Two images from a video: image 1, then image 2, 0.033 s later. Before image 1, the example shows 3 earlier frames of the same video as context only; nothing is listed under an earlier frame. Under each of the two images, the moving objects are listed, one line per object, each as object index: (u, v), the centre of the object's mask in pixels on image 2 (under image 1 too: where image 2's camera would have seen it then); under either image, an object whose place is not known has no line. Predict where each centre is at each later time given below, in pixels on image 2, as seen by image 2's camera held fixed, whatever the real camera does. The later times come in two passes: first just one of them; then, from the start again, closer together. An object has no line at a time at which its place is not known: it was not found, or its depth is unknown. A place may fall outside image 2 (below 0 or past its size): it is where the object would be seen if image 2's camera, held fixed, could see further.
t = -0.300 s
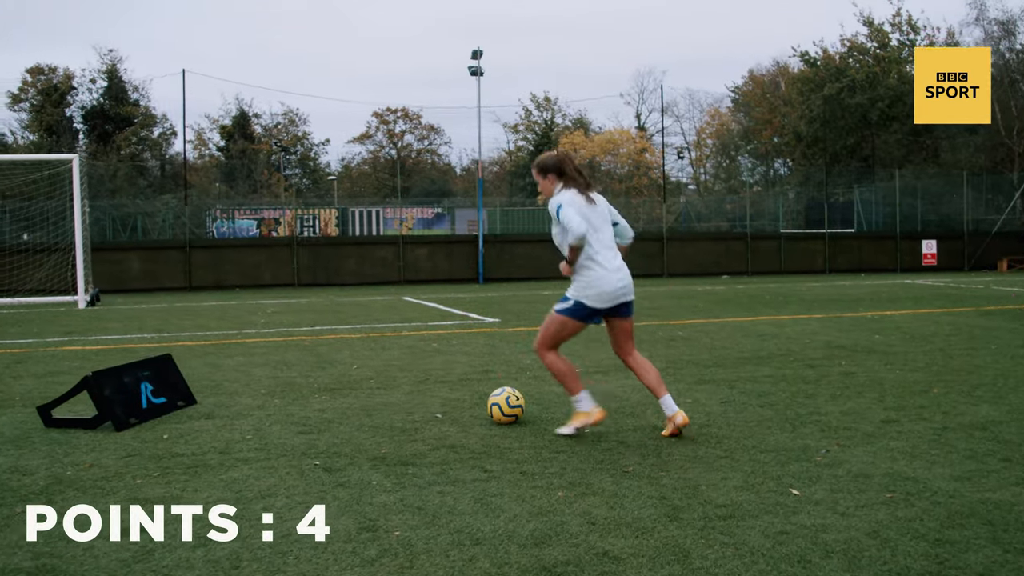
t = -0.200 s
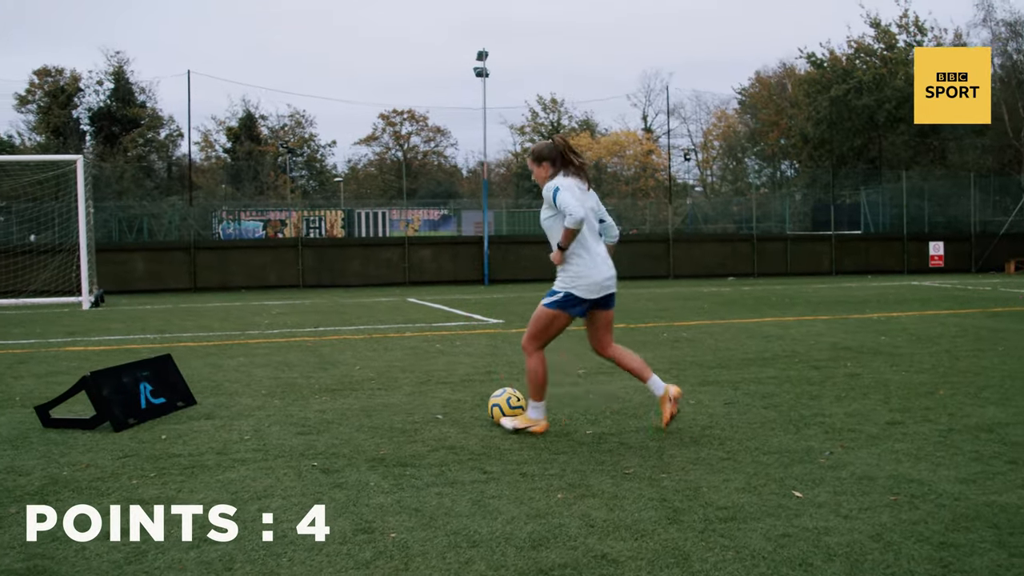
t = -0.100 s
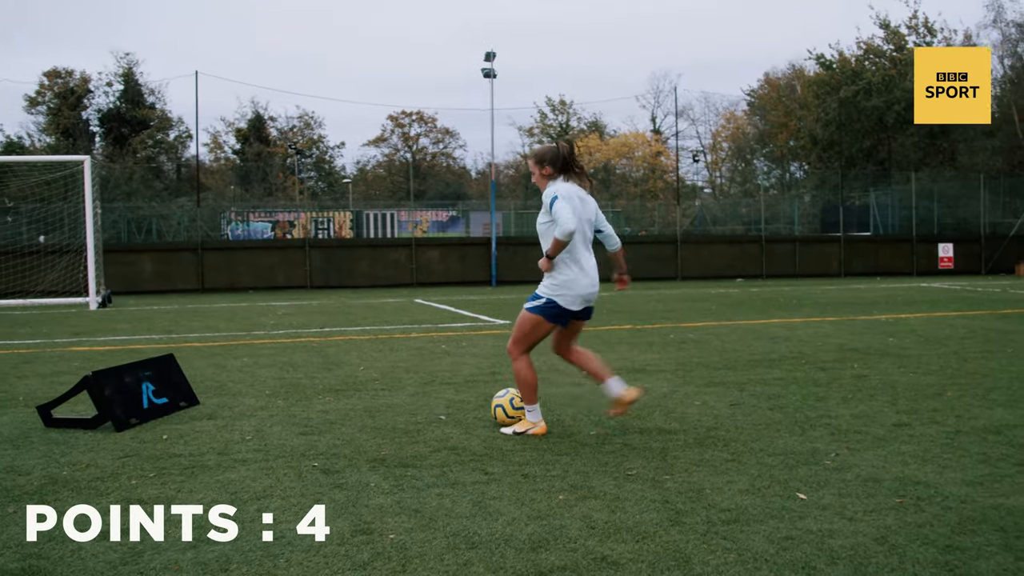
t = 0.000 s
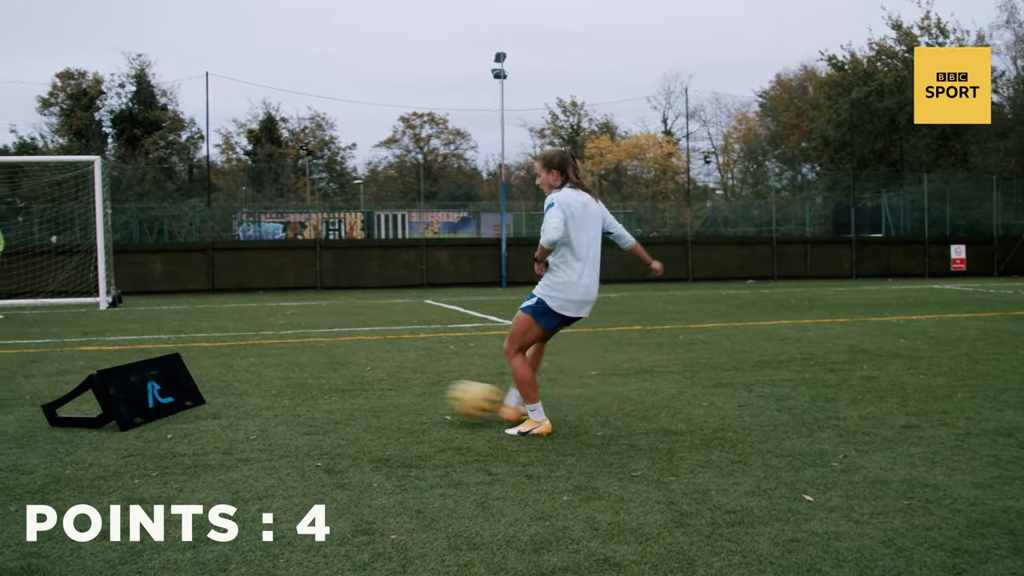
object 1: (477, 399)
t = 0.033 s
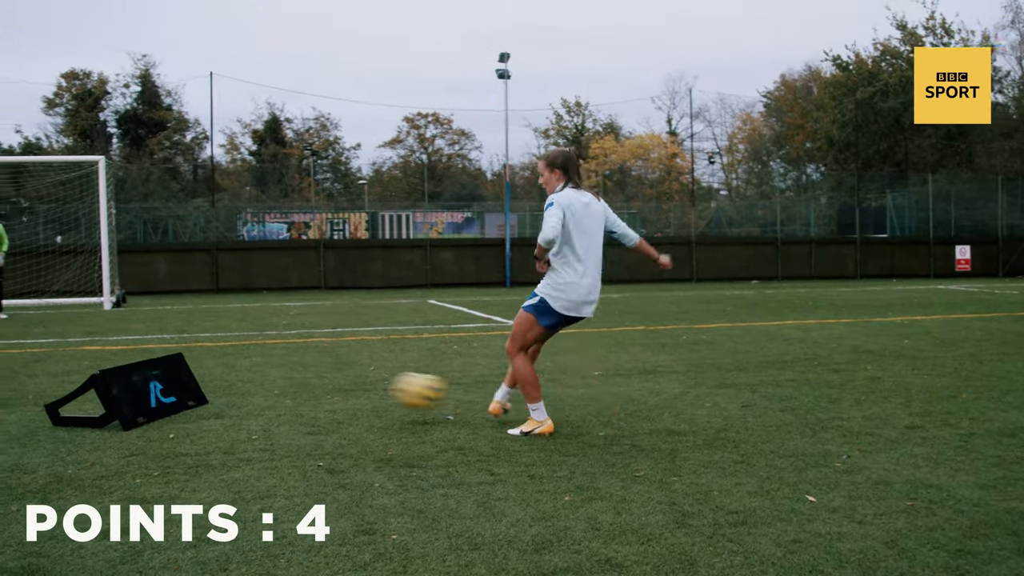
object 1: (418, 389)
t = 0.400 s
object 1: (278, 226)
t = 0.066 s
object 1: (360, 382)
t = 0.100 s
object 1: (306, 378)
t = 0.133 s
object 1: (253, 375)
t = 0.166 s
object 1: (204, 375)
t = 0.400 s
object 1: (278, 226)
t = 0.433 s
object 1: (296, 206)
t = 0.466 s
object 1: (316, 191)
